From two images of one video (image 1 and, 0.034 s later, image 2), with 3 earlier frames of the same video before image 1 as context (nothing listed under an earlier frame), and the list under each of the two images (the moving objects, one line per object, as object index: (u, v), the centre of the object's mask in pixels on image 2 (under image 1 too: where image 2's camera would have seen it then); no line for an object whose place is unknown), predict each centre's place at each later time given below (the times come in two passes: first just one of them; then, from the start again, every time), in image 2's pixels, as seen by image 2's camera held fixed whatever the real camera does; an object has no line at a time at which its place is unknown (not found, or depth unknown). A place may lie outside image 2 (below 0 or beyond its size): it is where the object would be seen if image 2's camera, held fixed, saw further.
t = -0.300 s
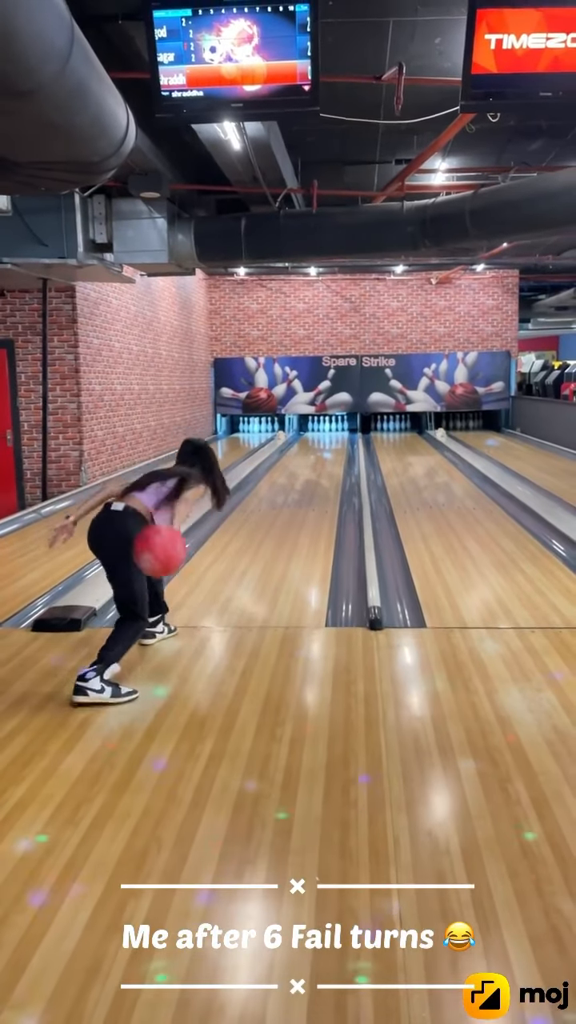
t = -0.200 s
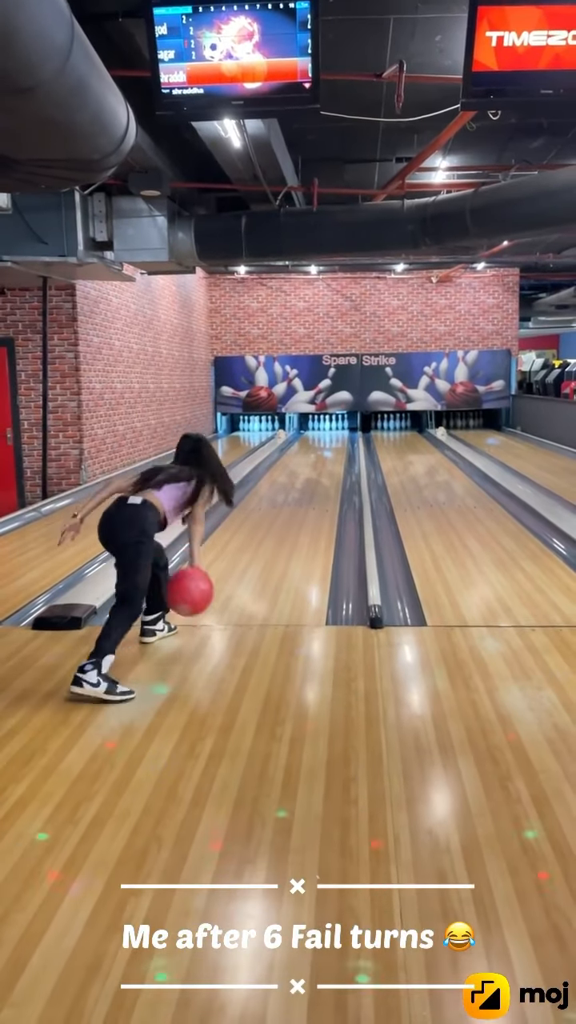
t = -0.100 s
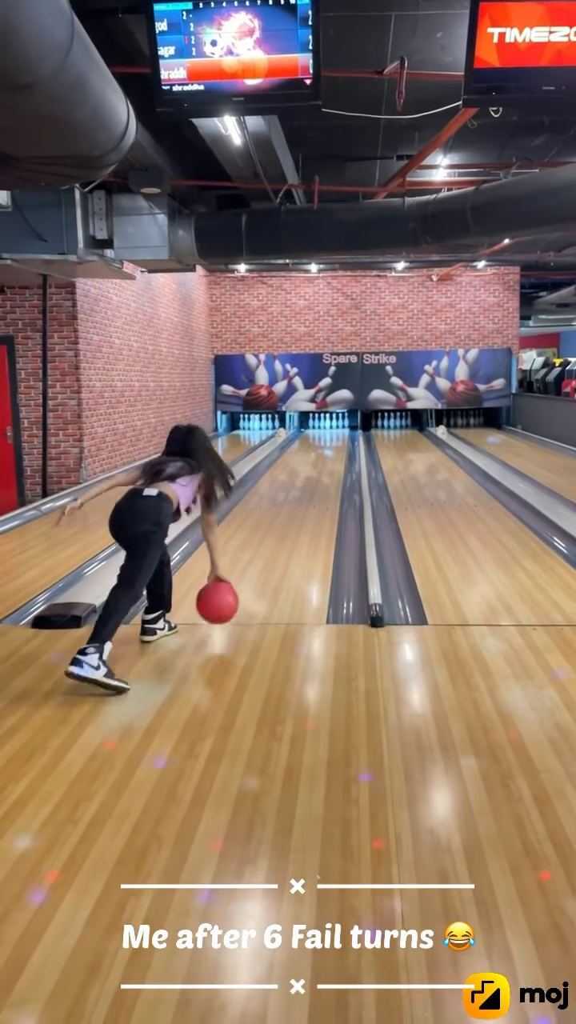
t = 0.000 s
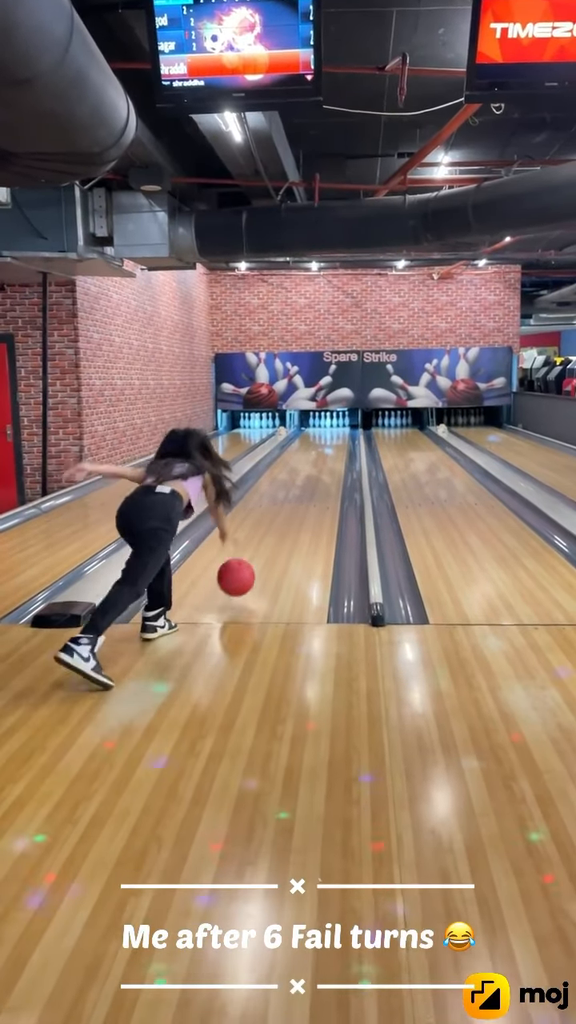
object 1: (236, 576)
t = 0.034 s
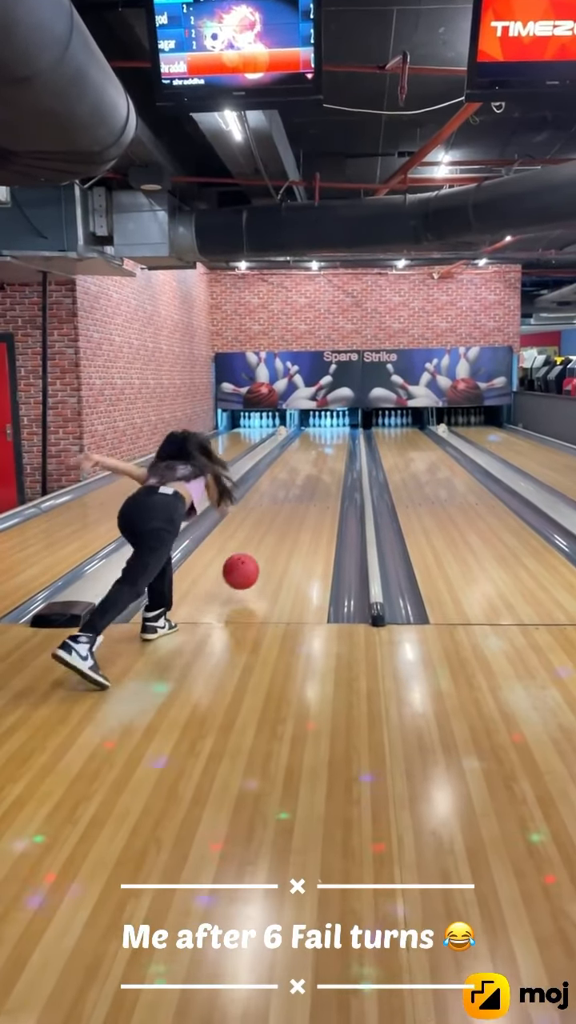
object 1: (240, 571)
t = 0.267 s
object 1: (265, 538)
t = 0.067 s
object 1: (245, 568)
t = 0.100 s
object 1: (249, 566)
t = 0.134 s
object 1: (253, 559)
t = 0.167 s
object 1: (256, 553)
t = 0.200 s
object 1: (259, 548)
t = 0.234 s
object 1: (262, 543)
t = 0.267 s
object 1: (265, 538)
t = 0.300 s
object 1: (268, 533)
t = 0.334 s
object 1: (270, 529)
